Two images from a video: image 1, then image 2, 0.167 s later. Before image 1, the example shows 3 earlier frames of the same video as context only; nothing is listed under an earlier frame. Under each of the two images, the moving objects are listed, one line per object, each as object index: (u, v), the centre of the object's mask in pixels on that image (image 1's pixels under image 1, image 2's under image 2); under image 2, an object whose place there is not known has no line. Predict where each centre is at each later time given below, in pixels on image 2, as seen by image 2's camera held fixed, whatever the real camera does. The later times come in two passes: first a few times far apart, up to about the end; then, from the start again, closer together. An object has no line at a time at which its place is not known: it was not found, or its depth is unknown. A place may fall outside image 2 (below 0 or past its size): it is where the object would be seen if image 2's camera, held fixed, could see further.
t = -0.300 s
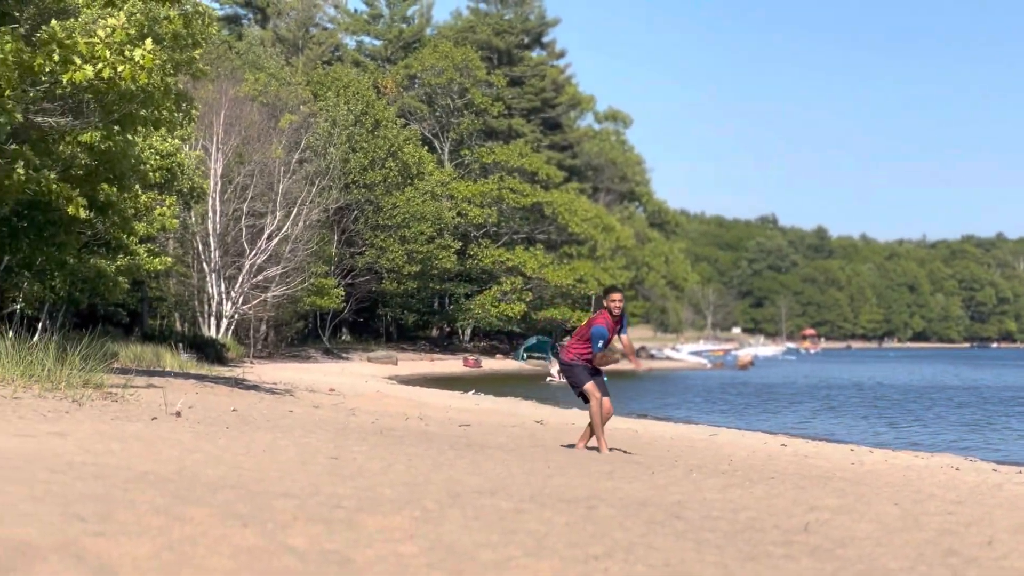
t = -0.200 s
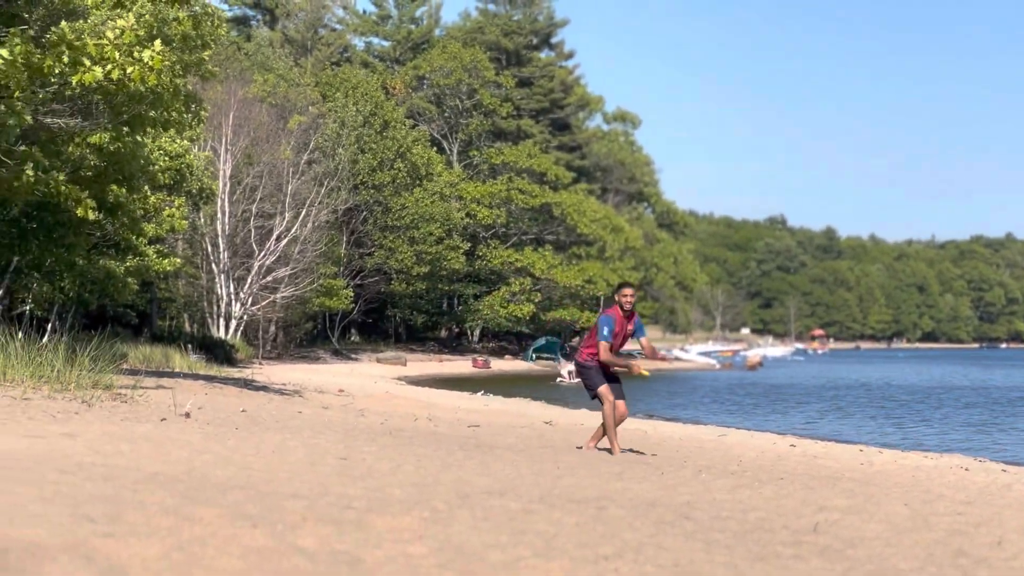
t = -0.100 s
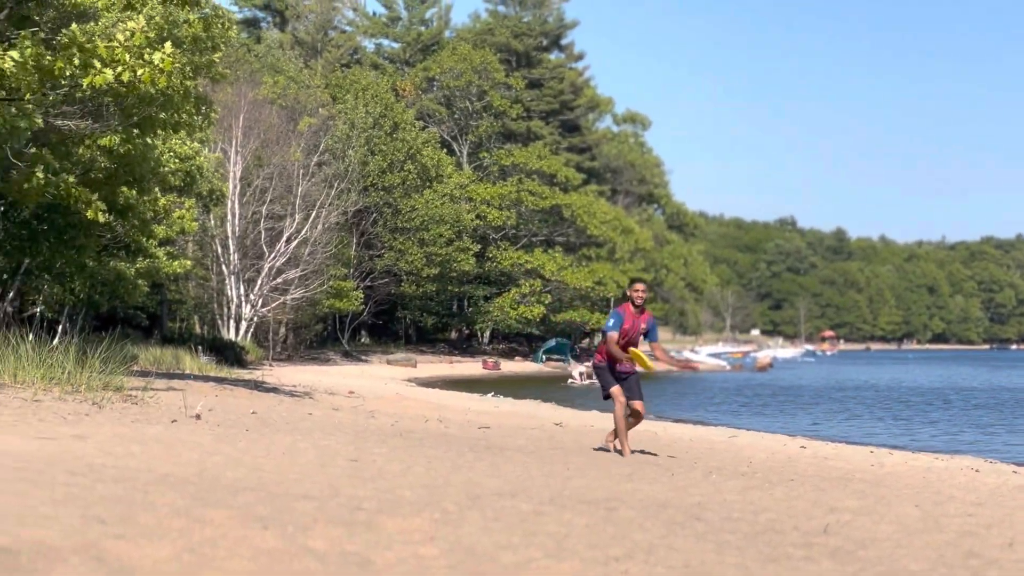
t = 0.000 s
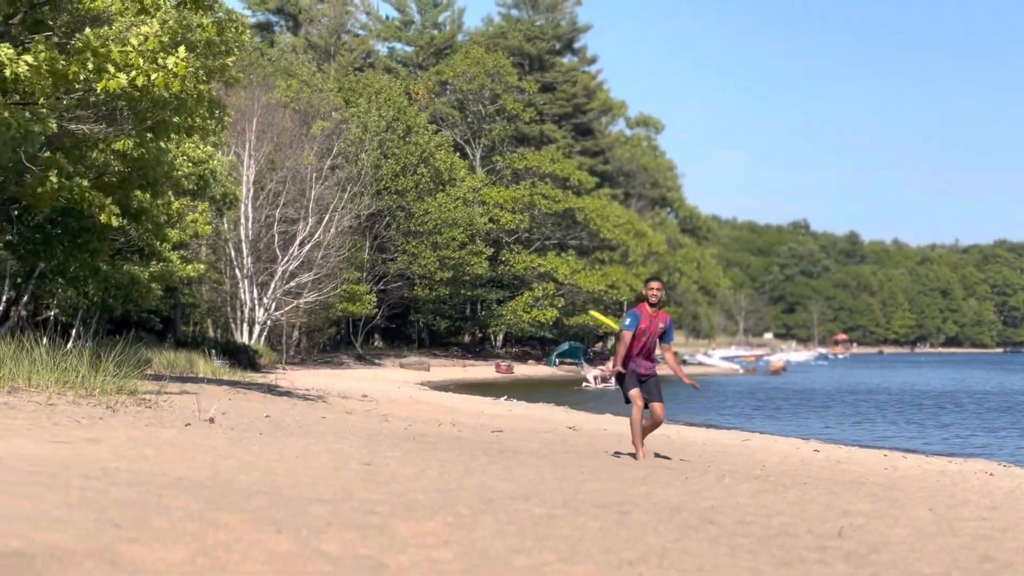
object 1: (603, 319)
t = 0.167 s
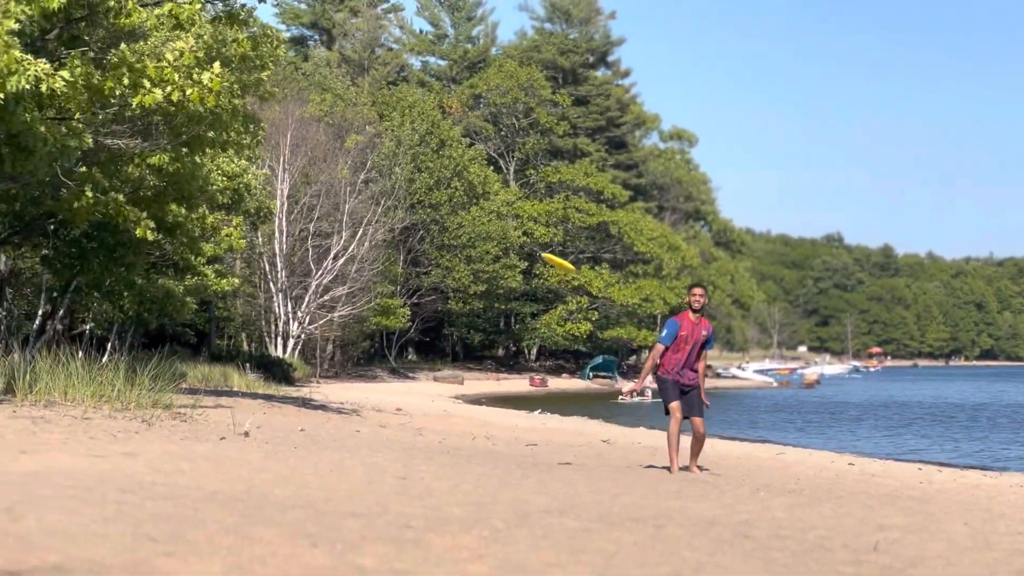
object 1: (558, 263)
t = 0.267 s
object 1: (511, 222)
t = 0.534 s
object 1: (393, 119)
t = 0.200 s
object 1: (542, 249)
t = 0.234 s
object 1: (527, 236)
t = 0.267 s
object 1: (511, 222)
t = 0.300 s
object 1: (497, 208)
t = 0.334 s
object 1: (482, 195)
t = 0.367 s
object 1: (466, 182)
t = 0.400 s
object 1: (451, 169)
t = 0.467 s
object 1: (422, 143)
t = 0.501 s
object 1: (408, 130)
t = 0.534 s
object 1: (393, 119)
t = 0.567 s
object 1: (378, 106)
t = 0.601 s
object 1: (364, 93)
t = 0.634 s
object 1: (348, 82)
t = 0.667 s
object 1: (335, 71)
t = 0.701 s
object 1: (320, 63)
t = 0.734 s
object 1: (305, 53)
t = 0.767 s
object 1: (290, 42)
